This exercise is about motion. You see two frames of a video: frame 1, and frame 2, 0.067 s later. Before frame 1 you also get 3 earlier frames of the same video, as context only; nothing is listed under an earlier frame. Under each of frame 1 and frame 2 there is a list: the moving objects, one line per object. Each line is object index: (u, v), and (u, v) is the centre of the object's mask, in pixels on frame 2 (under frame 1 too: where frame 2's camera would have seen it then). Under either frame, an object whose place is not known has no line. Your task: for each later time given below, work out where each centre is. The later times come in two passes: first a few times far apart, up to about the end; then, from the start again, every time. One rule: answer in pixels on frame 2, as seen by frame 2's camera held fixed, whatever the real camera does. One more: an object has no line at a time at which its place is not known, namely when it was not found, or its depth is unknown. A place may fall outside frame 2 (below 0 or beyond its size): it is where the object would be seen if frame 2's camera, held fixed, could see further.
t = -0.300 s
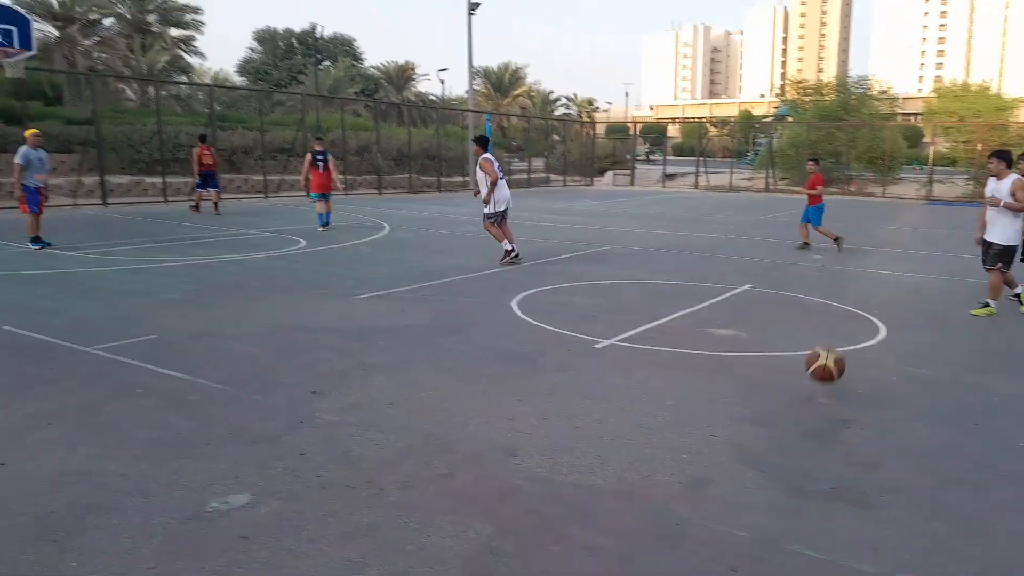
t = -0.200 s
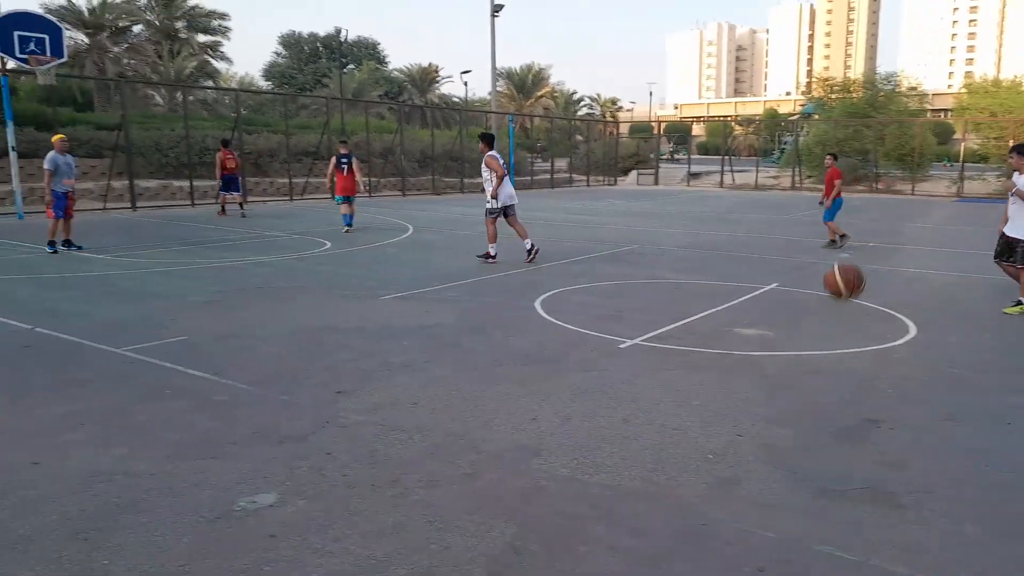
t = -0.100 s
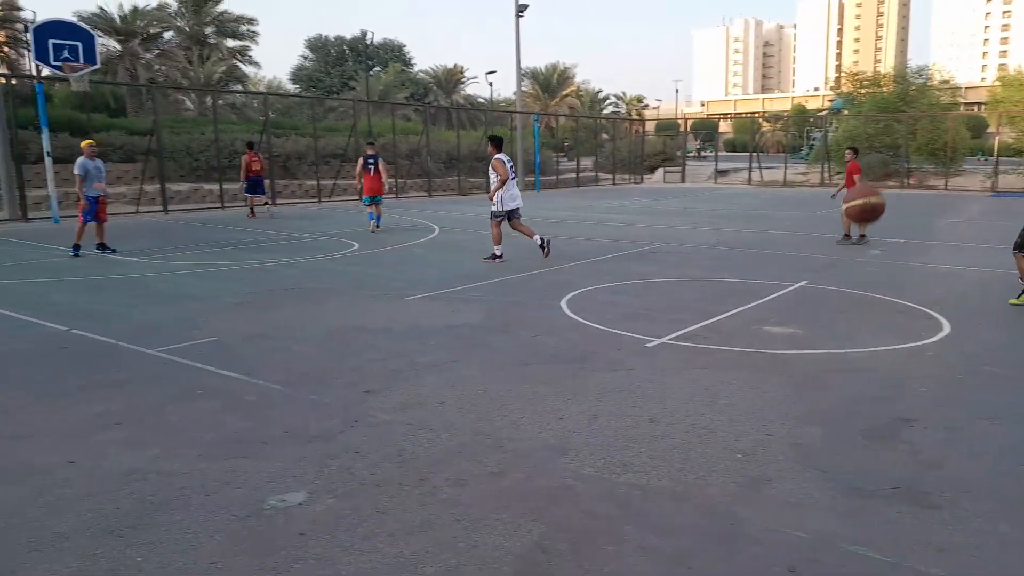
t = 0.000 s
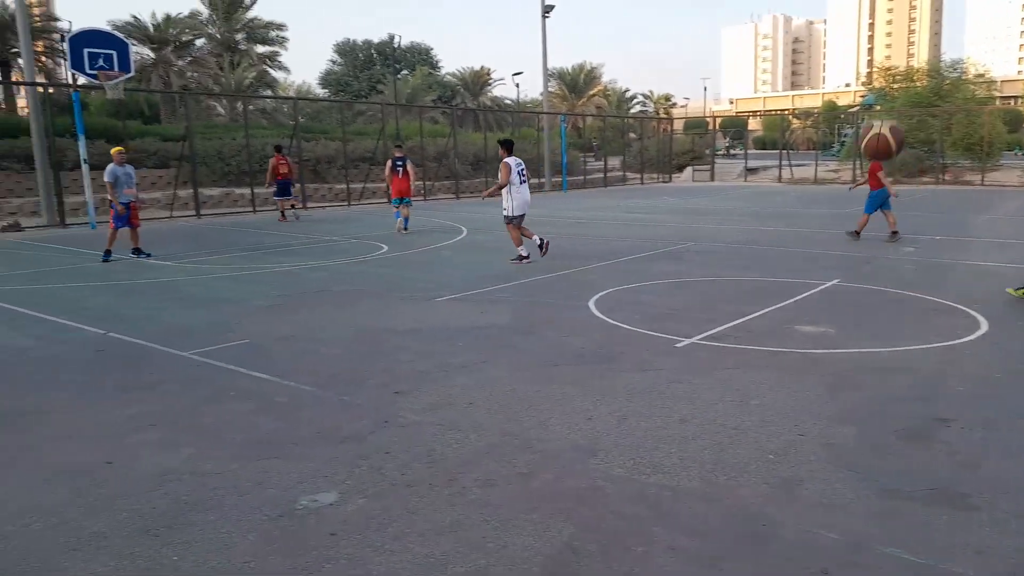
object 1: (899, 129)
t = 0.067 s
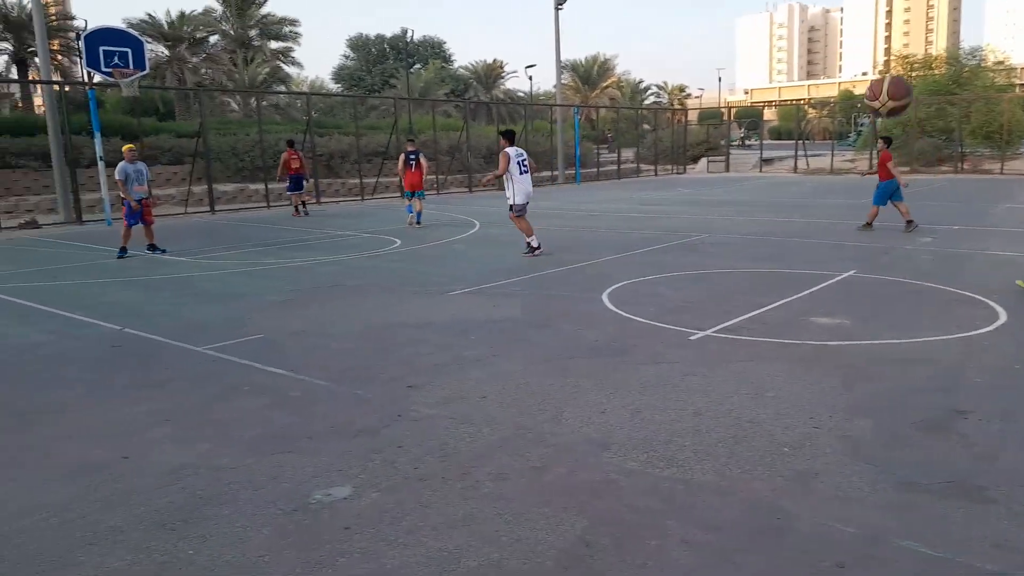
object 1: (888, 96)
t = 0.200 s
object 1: (864, 50)
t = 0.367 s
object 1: (832, 36)
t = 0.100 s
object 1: (883, 81)
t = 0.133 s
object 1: (877, 69)
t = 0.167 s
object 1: (870, 58)
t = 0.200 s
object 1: (864, 50)
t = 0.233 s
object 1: (858, 43)
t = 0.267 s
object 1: (851, 38)
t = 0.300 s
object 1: (844, 35)
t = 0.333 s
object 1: (838, 34)
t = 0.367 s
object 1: (832, 36)
